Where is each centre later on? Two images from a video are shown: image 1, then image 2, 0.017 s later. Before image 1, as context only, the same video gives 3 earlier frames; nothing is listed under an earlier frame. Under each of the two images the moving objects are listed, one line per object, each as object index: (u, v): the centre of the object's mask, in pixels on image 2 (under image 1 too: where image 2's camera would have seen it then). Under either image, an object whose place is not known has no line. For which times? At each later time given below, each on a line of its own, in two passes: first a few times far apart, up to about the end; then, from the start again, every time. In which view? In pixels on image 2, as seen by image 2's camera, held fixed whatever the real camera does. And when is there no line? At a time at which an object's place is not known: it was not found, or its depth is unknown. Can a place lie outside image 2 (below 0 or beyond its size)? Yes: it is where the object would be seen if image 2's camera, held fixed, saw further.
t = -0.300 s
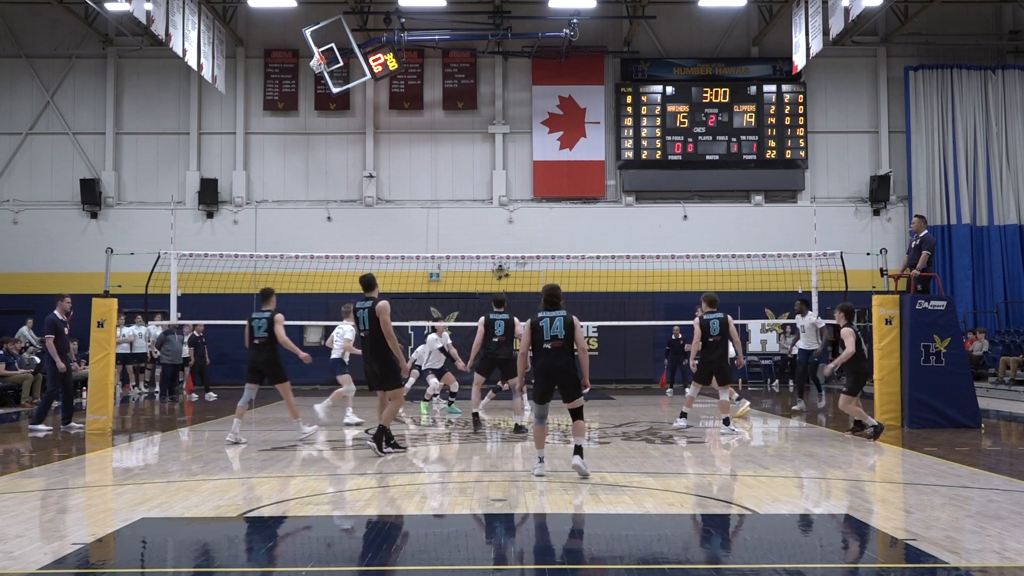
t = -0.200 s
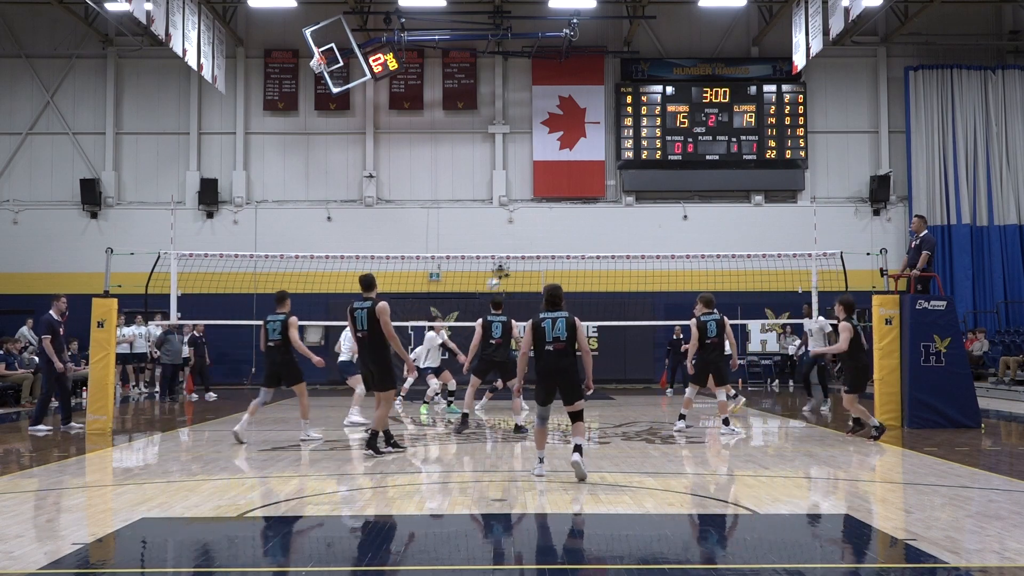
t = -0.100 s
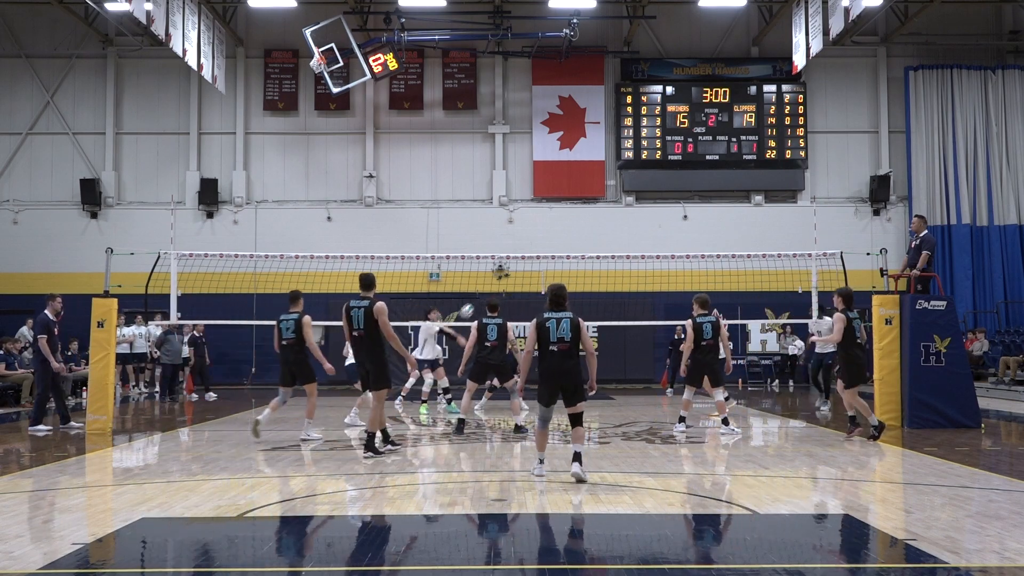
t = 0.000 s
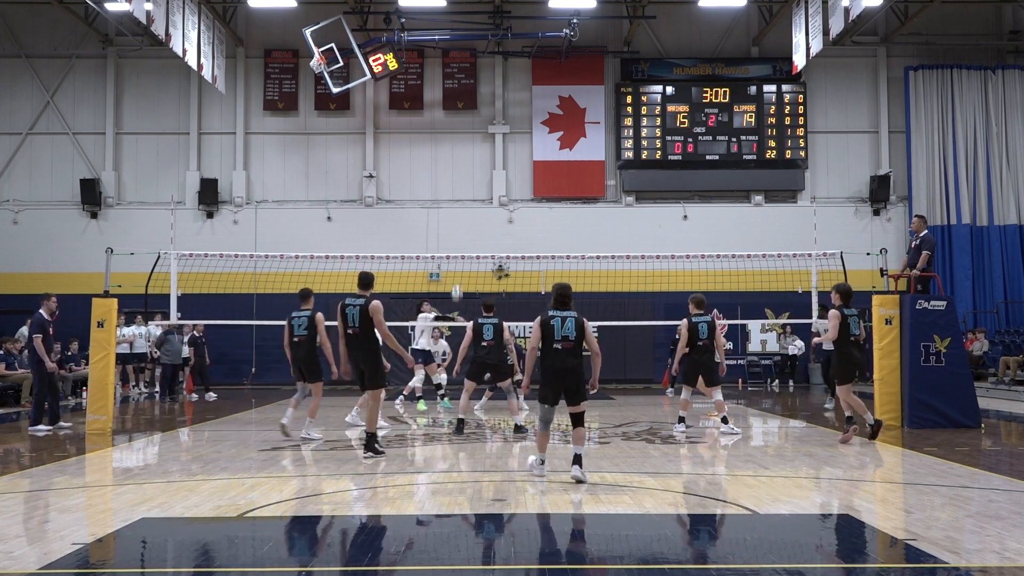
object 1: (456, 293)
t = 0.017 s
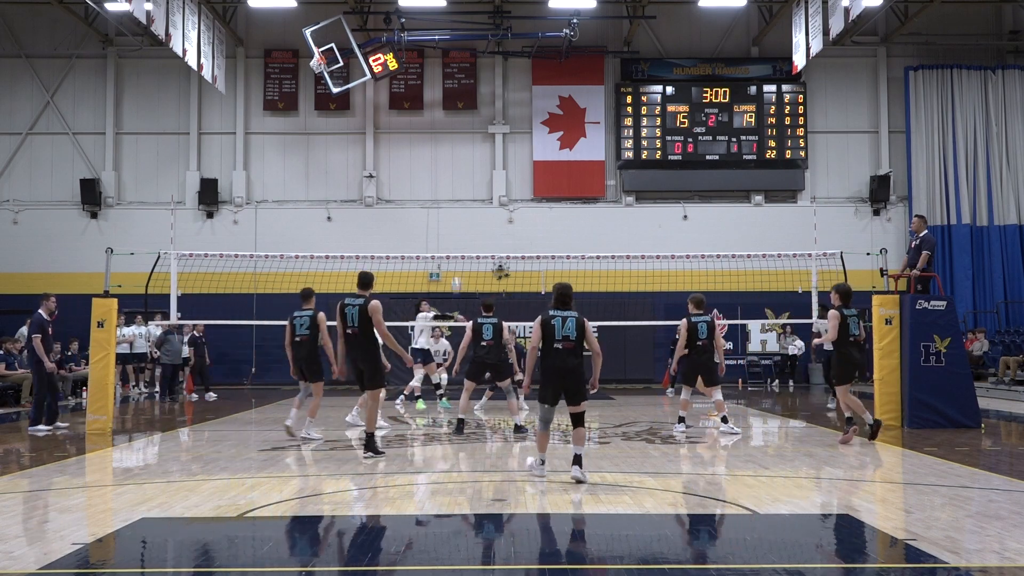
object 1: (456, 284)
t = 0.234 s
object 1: (456, 195)
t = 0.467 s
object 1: (457, 129)
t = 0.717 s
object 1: (458, 94)
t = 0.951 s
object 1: (458, 93)
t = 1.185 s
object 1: (458, 124)
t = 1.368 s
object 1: (460, 171)
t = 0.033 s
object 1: (456, 276)
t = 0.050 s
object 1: (457, 269)
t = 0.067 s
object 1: (457, 265)
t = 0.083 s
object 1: (456, 250)
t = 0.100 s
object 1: (456, 247)
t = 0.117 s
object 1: (456, 240)
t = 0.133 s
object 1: (456, 234)
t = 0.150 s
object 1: (456, 227)
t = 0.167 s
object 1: (456, 220)
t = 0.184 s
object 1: (457, 214)
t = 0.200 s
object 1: (457, 208)
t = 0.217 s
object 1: (457, 201)
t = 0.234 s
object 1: (456, 195)
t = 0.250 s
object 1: (456, 190)
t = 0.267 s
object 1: (456, 184)
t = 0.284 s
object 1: (456, 179)
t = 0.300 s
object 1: (456, 174)
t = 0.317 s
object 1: (457, 168)
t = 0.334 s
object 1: (457, 164)
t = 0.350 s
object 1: (457, 159)
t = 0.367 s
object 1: (457, 155)
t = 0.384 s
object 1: (457, 150)
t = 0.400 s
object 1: (457, 145)
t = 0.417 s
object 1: (458, 140)
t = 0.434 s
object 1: (457, 137)
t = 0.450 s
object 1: (457, 133)
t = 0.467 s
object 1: (457, 129)
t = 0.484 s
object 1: (457, 126)
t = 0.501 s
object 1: (457, 123)
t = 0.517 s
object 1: (457, 120)
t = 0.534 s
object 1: (457, 117)
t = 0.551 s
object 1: (457, 113)
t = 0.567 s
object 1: (457, 111)
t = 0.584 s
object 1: (457, 109)
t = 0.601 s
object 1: (457, 106)
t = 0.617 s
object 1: (457, 104)
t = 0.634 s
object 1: (457, 102)
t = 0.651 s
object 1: (457, 101)
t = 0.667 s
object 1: (457, 99)
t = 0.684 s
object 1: (458, 98)
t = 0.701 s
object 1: (458, 96)
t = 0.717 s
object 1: (458, 94)
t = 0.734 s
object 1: (457, 93)
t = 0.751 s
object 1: (458, 92)
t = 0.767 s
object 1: (458, 91)
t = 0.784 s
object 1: (457, 91)
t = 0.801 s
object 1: (458, 90)
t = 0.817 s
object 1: (458, 90)
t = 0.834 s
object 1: (458, 90)
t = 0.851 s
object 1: (458, 90)
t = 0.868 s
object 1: (458, 90)
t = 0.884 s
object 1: (458, 90)
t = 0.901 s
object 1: (458, 91)
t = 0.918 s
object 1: (458, 92)
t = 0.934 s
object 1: (458, 92)
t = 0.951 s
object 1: (458, 93)
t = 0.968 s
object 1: (458, 94)
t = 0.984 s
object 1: (458, 96)
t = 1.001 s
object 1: (458, 97)
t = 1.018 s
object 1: (458, 99)
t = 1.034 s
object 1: (458, 101)
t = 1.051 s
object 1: (458, 102)
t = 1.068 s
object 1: (458, 104)
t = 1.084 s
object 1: (458, 106)
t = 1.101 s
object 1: (458, 109)
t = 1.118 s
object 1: (458, 111)
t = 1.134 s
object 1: (458, 114)
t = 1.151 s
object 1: (458, 118)
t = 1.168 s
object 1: (458, 121)
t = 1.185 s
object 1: (458, 124)
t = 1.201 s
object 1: (458, 127)
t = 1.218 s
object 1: (459, 131)
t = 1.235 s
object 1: (459, 134)
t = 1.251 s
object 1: (459, 139)
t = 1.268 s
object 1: (459, 142)
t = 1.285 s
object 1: (459, 147)
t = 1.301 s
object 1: (459, 152)
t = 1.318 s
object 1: (460, 157)
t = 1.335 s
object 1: (460, 161)
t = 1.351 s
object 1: (460, 165)
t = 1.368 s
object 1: (460, 171)
